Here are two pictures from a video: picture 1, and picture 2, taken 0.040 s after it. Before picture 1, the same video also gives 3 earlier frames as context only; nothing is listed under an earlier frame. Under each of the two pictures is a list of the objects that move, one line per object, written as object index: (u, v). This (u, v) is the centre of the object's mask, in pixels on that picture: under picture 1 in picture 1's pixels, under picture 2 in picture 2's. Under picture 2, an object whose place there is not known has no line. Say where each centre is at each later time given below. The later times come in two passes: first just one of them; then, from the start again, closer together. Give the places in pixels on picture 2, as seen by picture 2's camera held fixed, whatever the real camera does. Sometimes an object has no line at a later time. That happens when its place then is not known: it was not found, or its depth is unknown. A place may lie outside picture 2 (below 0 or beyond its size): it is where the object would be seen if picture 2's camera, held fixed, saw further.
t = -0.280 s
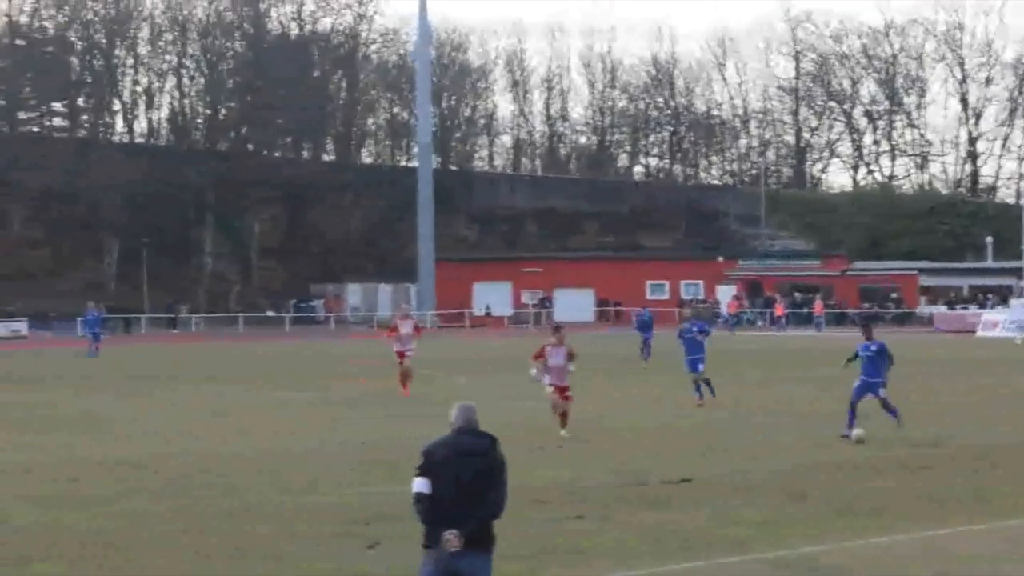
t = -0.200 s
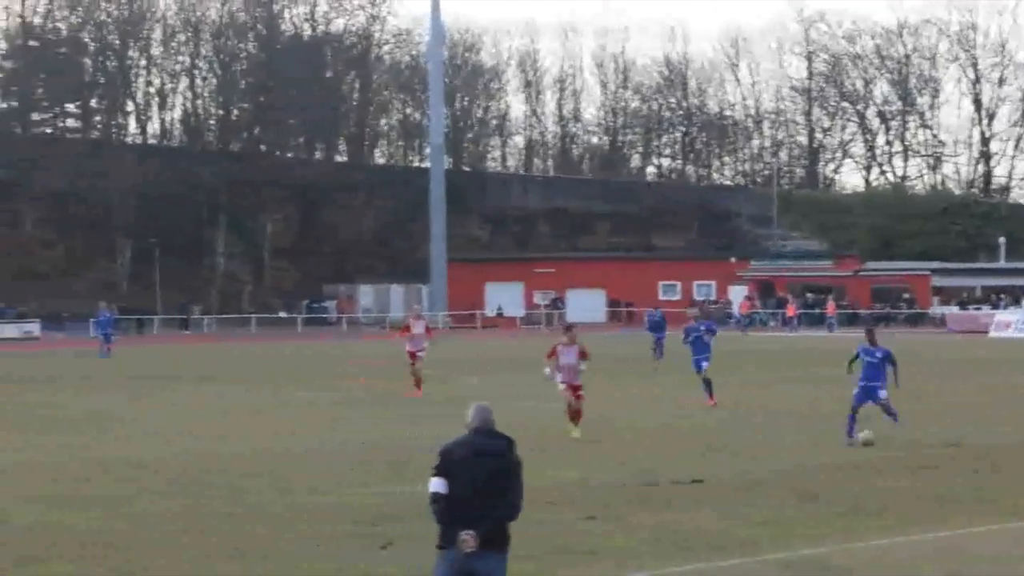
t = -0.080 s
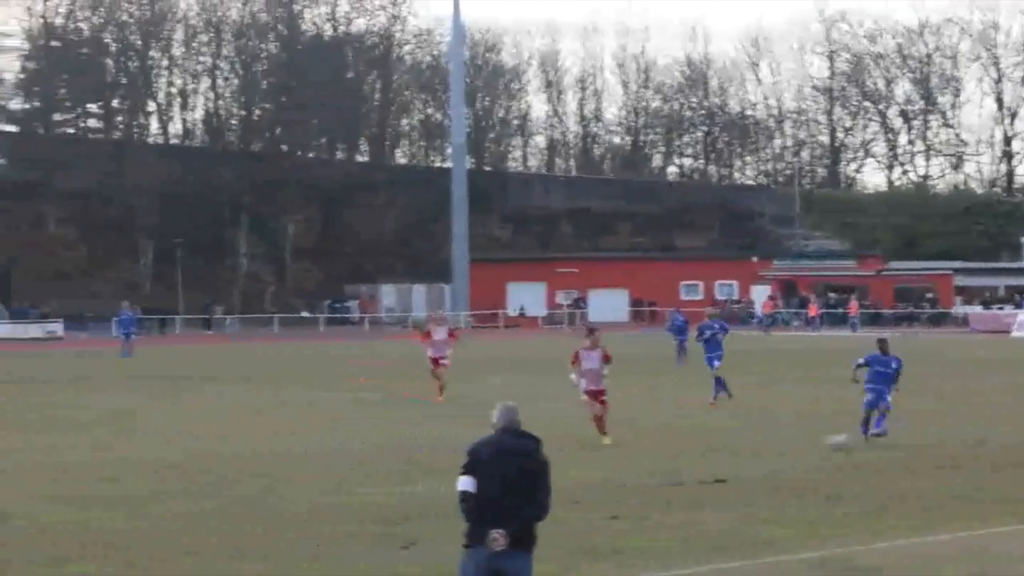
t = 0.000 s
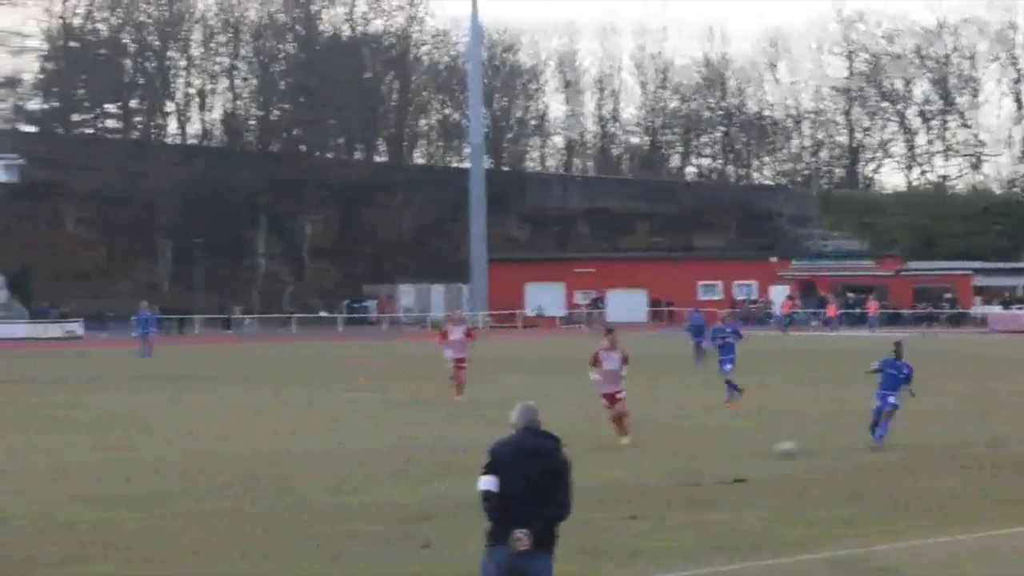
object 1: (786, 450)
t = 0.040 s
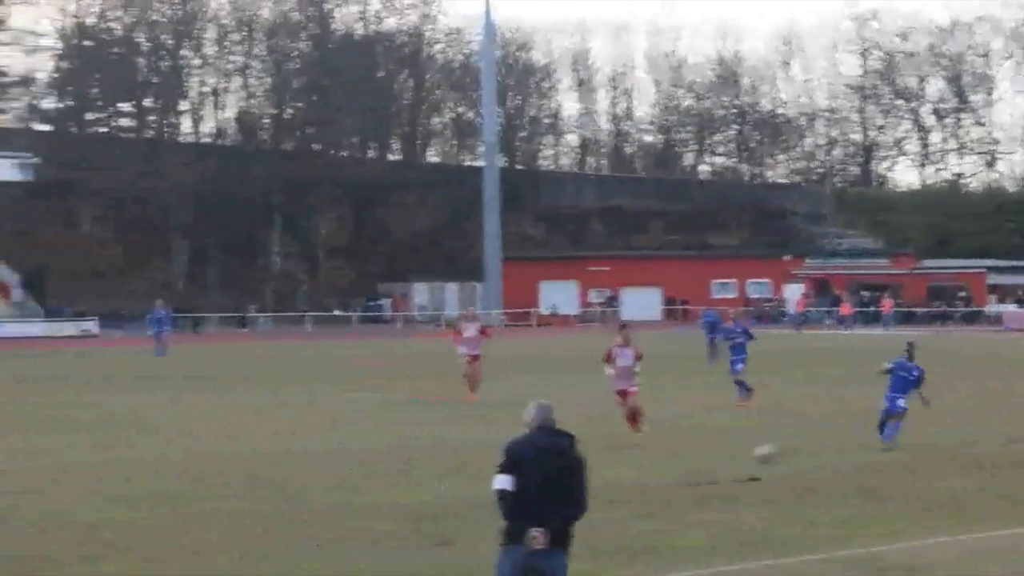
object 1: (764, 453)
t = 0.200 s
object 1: (604, 460)
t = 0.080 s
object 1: (726, 455)
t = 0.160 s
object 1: (645, 457)
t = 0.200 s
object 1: (604, 460)
